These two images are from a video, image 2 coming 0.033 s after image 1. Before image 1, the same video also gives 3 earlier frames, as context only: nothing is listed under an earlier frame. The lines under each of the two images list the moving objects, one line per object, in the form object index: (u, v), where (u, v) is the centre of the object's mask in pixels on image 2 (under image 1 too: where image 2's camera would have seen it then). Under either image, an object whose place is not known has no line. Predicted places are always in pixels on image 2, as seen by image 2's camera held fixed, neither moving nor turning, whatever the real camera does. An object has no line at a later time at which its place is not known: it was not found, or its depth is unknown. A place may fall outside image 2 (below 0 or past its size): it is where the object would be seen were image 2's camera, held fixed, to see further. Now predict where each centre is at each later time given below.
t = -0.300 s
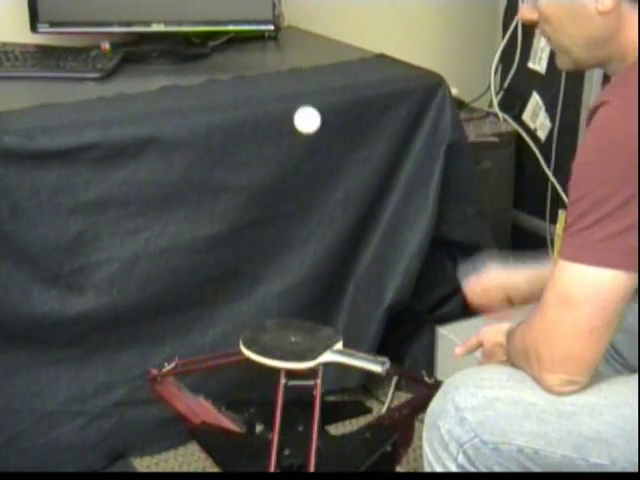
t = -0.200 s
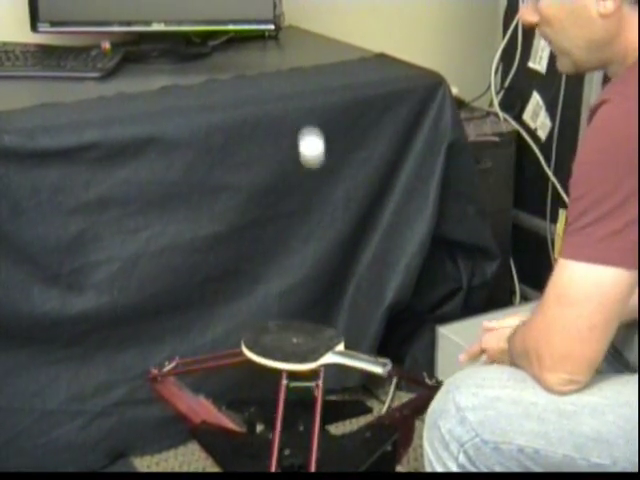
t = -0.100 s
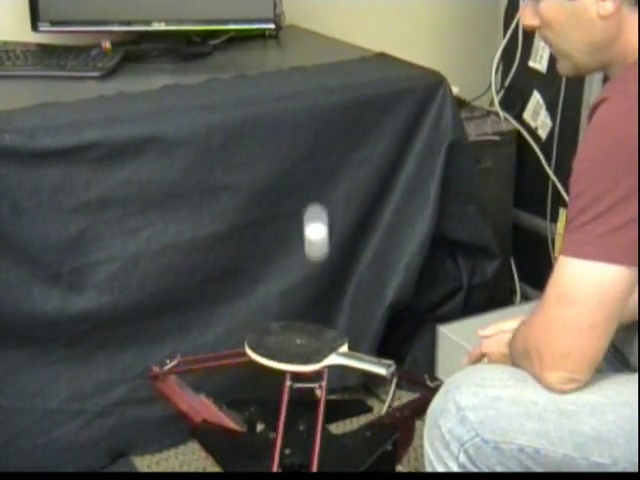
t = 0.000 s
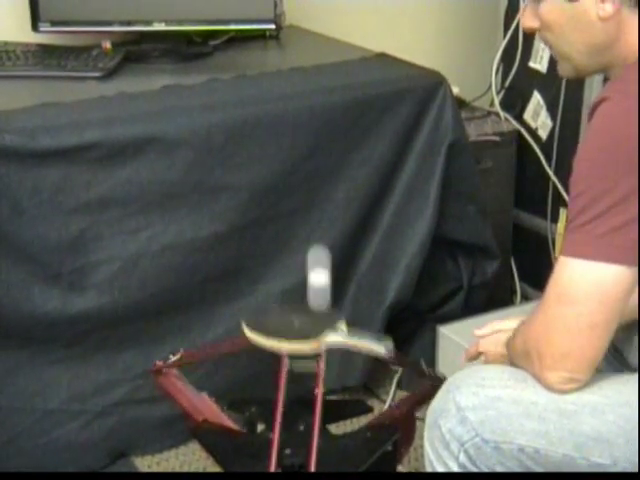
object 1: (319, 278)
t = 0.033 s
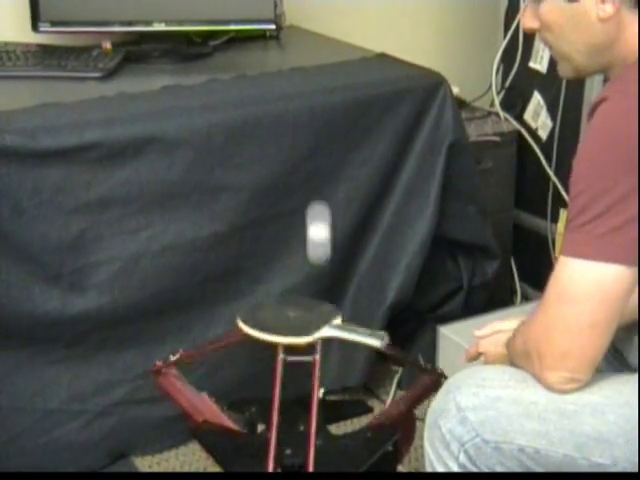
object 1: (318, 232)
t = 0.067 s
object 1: (318, 192)
